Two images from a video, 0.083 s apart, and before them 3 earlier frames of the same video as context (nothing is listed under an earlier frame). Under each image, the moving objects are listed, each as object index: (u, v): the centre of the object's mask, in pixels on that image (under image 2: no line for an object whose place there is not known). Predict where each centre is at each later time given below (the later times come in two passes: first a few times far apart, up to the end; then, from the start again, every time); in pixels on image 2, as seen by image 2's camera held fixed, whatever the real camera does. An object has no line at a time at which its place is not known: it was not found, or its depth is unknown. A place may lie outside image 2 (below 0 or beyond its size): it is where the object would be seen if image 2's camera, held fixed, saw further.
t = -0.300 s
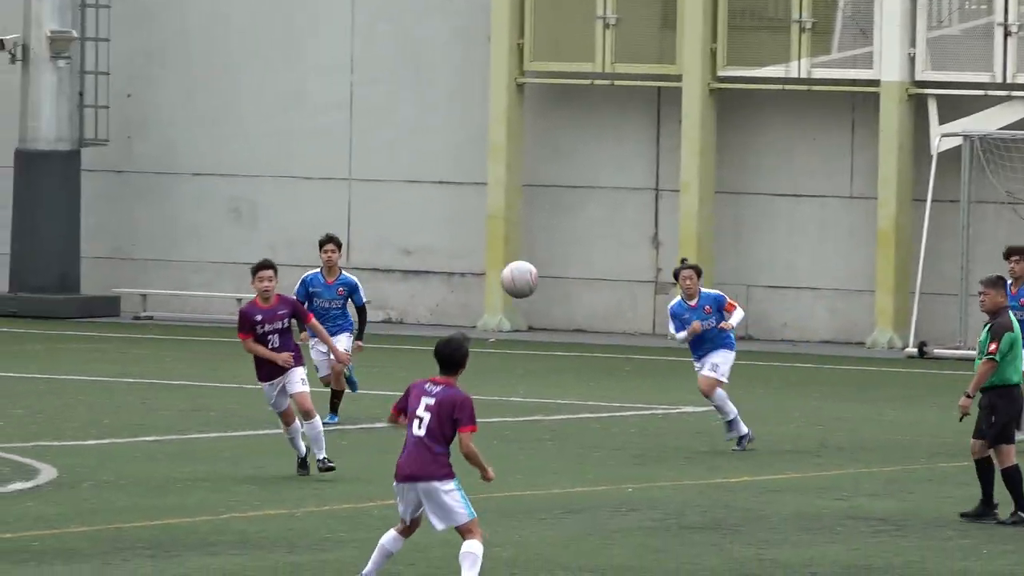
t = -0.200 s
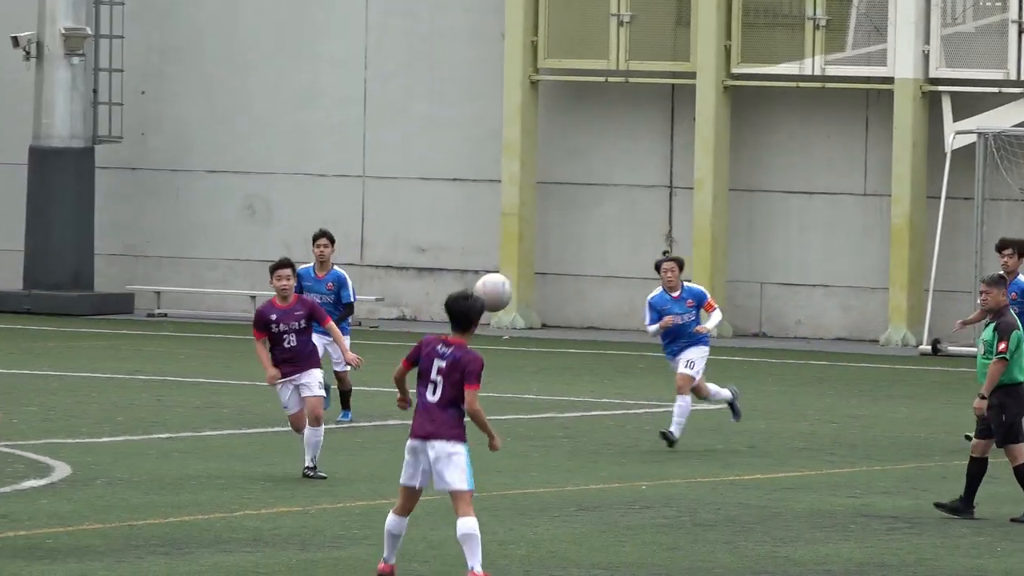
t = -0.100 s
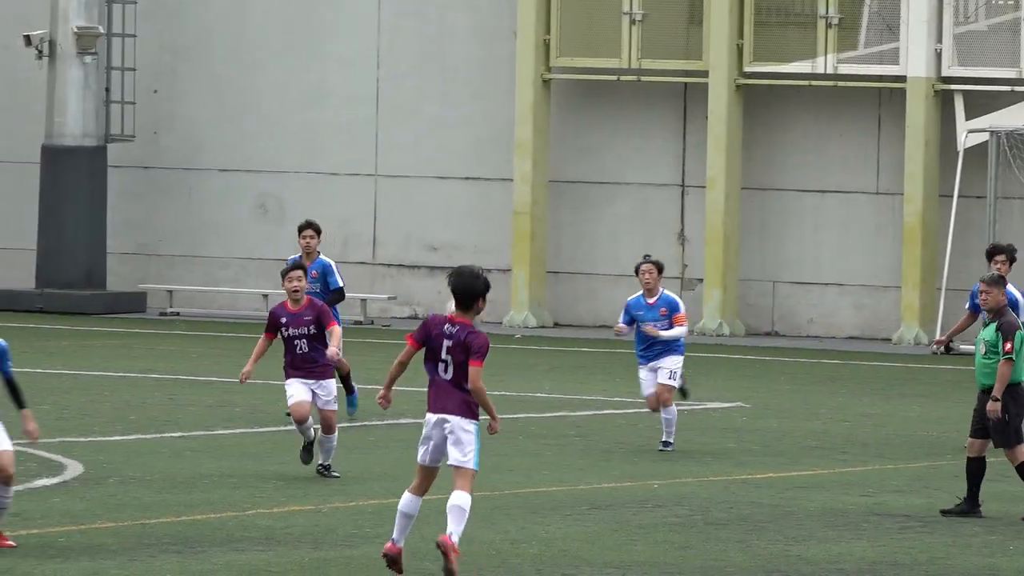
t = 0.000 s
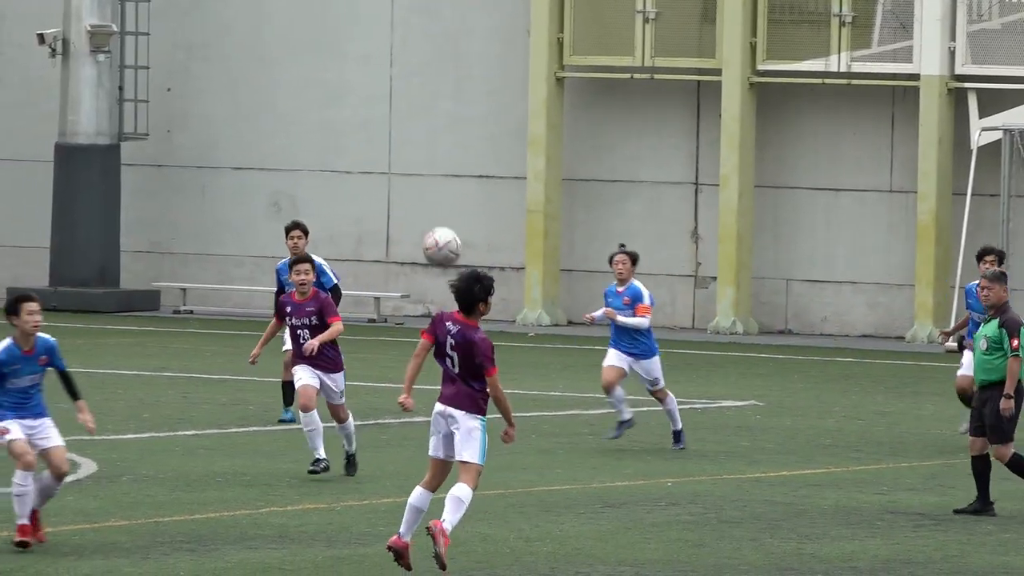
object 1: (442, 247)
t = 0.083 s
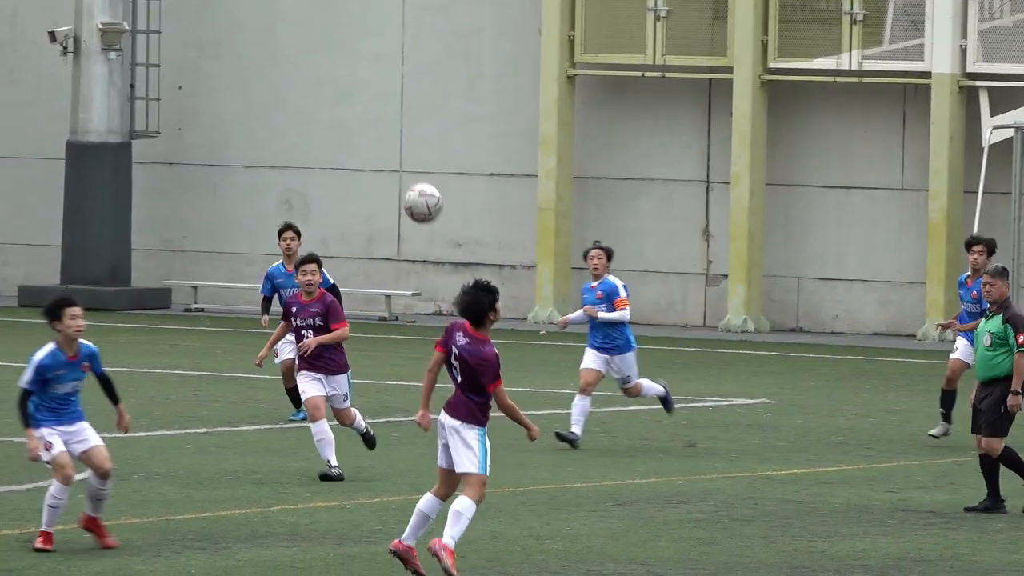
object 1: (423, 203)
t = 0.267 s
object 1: (353, 151)
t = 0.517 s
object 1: (252, 172)
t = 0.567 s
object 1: (229, 189)
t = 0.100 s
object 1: (417, 196)
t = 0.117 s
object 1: (410, 189)
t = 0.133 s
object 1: (404, 183)
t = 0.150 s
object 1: (398, 177)
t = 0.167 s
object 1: (392, 172)
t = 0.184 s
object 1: (385, 168)
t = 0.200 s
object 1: (378, 164)
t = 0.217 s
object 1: (373, 160)
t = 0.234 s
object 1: (366, 157)
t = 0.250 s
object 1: (360, 153)
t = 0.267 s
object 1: (353, 151)
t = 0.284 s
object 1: (347, 149)
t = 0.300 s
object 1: (340, 147)
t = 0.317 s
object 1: (334, 146)
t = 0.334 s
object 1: (327, 146)
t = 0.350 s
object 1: (321, 146)
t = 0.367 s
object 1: (314, 146)
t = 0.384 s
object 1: (307, 148)
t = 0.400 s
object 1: (300, 149)
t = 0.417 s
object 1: (294, 150)
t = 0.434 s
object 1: (286, 153)
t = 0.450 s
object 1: (280, 155)
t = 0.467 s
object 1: (273, 159)
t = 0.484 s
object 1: (266, 163)
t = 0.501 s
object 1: (259, 167)
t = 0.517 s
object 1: (252, 172)
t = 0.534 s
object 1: (244, 177)
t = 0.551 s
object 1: (237, 183)
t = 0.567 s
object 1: (229, 189)
